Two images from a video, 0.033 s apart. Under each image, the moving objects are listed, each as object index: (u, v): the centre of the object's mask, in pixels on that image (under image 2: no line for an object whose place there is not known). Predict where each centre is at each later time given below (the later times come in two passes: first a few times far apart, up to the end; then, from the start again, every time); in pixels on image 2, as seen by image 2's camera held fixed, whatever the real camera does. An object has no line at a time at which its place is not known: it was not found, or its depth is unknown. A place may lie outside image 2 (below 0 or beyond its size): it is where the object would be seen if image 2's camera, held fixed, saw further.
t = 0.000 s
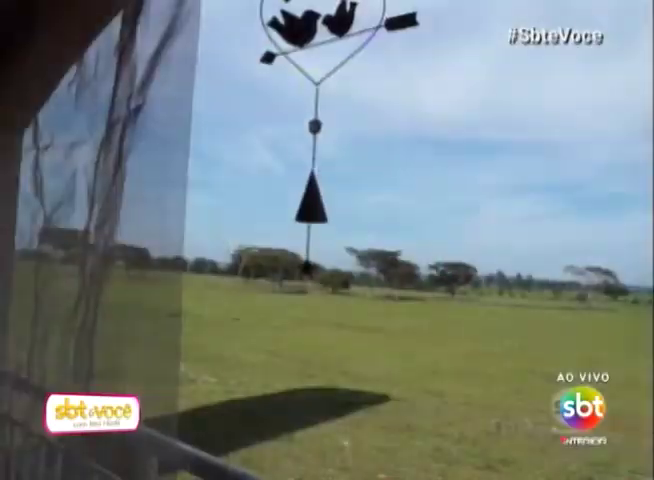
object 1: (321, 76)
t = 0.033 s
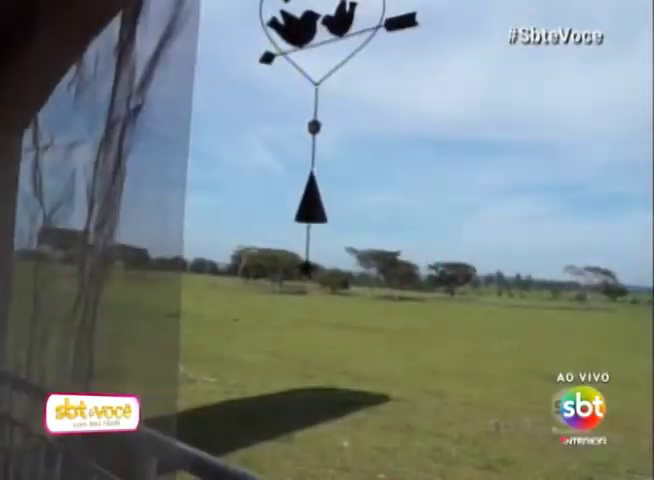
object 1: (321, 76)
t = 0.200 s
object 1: (320, 76)
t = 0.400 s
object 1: (318, 76)
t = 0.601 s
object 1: (316, 76)
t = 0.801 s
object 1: (314, 77)
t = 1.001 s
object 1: (314, 77)
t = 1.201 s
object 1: (314, 78)
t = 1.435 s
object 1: (312, 78)
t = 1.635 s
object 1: (309, 78)
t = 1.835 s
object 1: (306, 77)
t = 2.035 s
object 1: (302, 78)
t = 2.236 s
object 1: (299, 76)
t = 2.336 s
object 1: (298, 76)
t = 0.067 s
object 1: (321, 76)
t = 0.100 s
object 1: (320, 76)
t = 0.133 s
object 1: (320, 76)
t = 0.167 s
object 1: (320, 76)
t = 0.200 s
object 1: (320, 76)
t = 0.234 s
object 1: (319, 76)
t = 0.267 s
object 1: (319, 76)
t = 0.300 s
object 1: (319, 76)
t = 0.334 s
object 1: (318, 76)
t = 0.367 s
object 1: (318, 76)
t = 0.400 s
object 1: (318, 76)
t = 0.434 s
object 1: (317, 76)
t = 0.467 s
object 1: (317, 76)
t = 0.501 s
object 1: (317, 77)
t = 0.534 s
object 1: (317, 77)
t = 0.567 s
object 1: (316, 76)
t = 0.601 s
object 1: (316, 76)
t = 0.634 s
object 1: (316, 76)
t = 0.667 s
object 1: (316, 76)
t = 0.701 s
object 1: (316, 76)
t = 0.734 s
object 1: (315, 77)
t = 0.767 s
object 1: (315, 77)
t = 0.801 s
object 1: (314, 77)
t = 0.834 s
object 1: (314, 78)
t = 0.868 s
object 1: (314, 77)
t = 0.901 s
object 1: (314, 77)
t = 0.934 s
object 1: (314, 77)
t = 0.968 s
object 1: (314, 77)
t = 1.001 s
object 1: (314, 77)
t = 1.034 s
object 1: (314, 77)
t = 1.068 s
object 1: (314, 77)
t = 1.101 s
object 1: (314, 77)
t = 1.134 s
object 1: (314, 78)
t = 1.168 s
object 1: (314, 78)
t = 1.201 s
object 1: (314, 78)
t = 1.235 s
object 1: (314, 77)
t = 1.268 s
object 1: (314, 77)
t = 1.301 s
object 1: (314, 77)
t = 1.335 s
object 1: (313, 78)
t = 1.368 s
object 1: (313, 78)
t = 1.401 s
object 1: (312, 78)
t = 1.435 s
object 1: (312, 78)
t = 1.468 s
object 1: (313, 78)
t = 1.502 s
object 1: (312, 77)
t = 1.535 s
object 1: (312, 78)
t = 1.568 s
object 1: (311, 78)
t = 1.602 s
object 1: (310, 78)
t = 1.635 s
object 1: (309, 78)
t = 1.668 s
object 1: (310, 79)
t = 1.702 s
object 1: (309, 79)
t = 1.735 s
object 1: (308, 79)
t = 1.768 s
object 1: (308, 78)
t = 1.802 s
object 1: (307, 78)
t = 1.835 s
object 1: (306, 77)
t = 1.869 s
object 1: (306, 77)
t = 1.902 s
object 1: (305, 78)
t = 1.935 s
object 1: (305, 77)
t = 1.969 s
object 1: (304, 77)
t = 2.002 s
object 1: (303, 77)
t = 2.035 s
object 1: (302, 78)
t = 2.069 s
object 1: (301, 78)
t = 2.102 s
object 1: (301, 78)
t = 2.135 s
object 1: (301, 78)
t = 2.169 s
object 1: (300, 78)
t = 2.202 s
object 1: (300, 77)
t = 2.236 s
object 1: (299, 76)
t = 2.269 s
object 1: (299, 76)
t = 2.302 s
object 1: (299, 77)
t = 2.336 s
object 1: (298, 76)
